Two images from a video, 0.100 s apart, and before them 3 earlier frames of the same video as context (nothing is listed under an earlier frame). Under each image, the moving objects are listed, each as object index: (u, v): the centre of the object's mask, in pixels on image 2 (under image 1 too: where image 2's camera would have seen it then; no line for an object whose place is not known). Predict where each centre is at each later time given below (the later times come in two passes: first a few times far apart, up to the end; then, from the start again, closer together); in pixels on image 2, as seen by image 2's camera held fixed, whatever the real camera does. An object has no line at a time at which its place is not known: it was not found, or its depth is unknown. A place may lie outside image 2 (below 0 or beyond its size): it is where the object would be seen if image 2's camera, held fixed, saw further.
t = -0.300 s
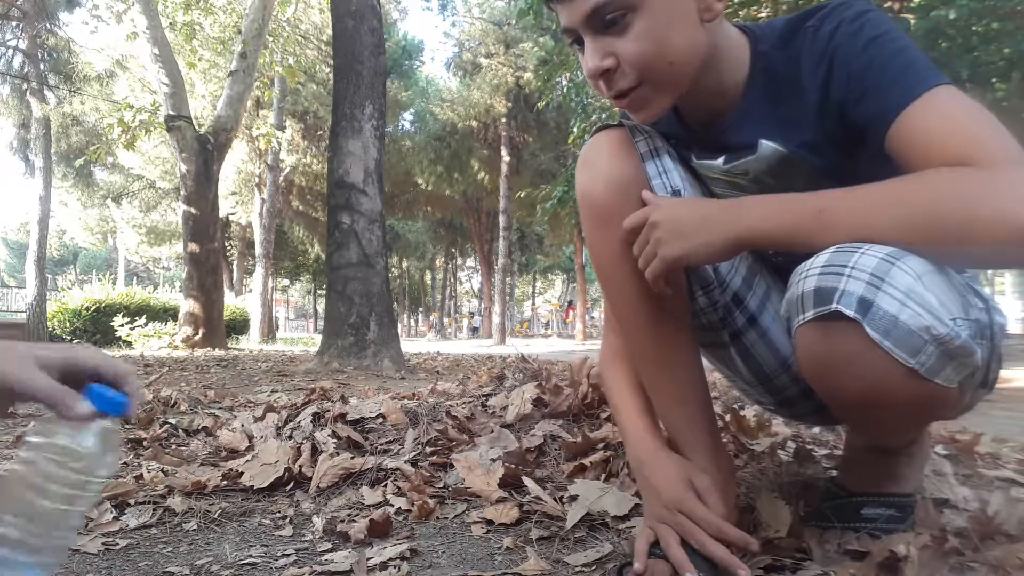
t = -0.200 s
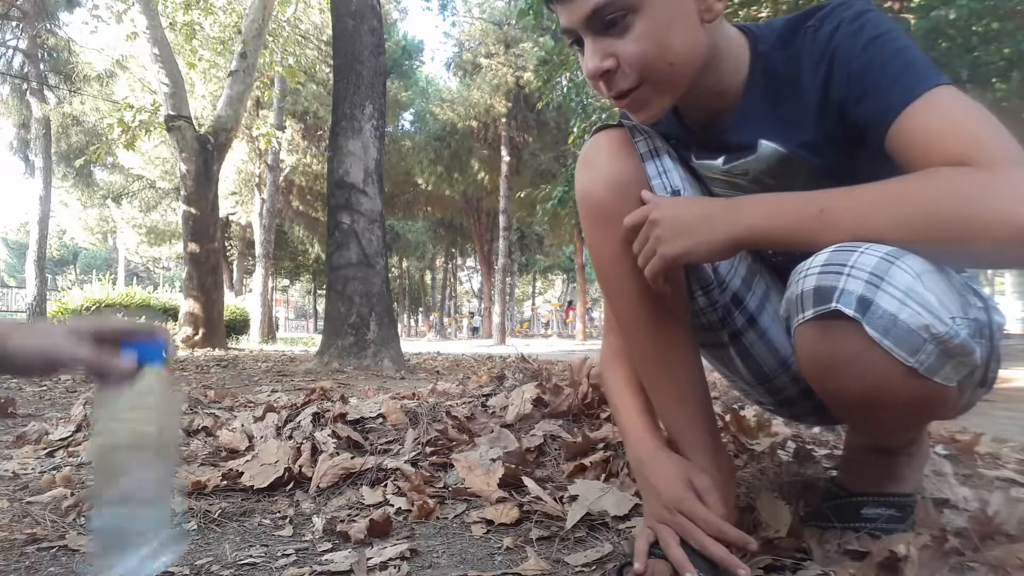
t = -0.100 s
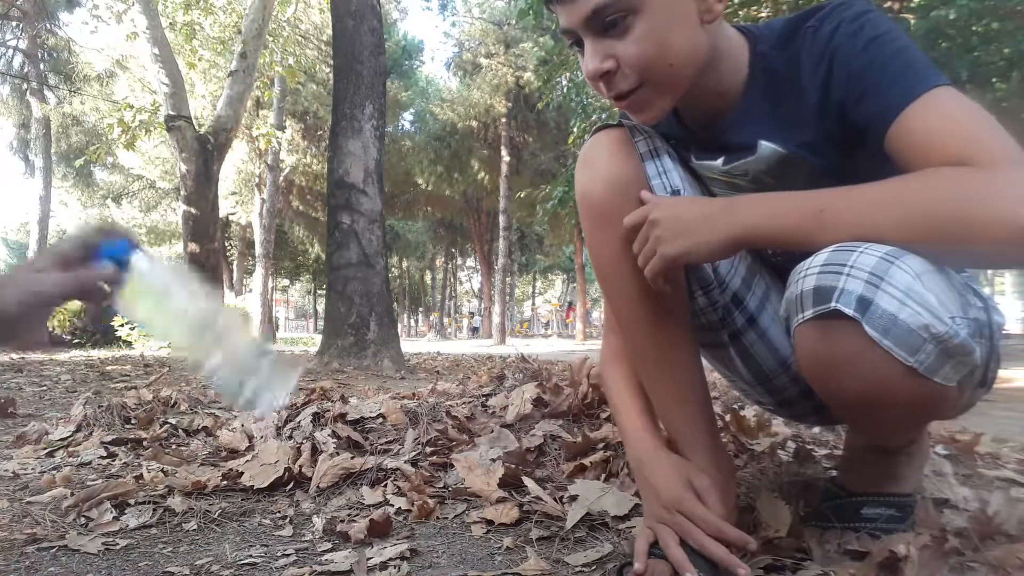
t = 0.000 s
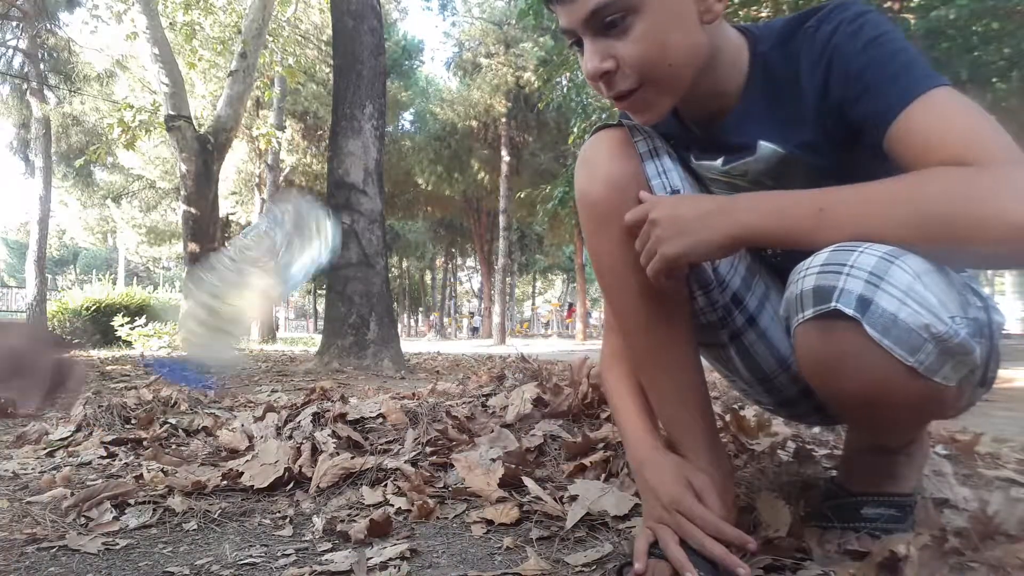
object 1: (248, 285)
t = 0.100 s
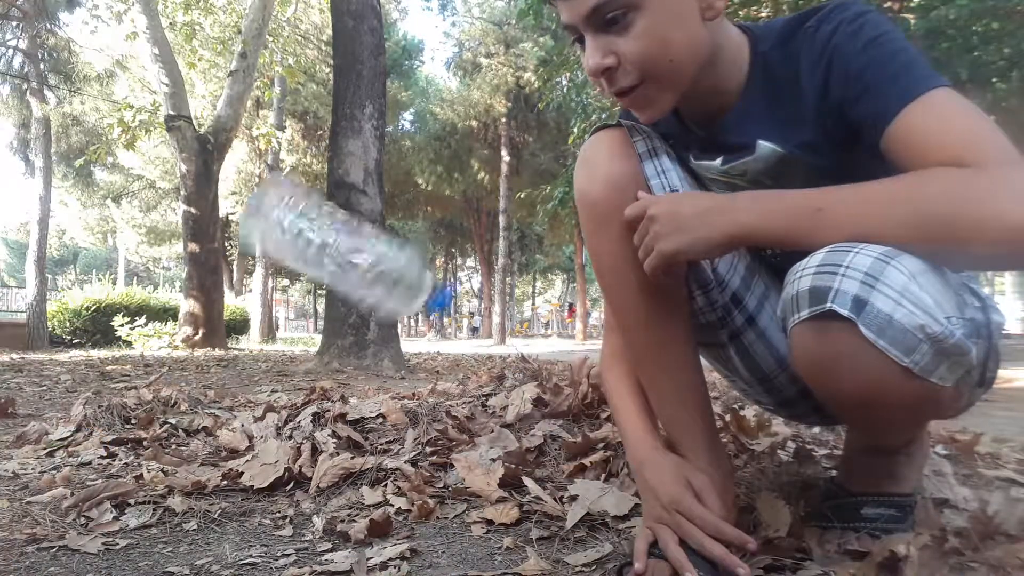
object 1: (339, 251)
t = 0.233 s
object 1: (348, 383)
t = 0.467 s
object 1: (374, 502)
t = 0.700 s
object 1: (361, 500)
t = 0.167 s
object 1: (348, 276)
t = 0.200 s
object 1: (349, 320)
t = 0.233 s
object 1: (348, 383)
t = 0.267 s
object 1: (352, 464)
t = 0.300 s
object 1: (364, 500)
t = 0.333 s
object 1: (364, 500)
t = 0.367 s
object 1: (364, 500)
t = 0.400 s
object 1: (366, 501)
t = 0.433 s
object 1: (370, 501)
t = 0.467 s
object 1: (374, 502)
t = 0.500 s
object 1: (375, 502)
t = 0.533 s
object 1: (374, 502)
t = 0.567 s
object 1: (374, 502)
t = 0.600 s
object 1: (371, 502)
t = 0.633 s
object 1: (368, 501)
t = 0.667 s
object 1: (367, 499)
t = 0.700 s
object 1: (361, 500)
